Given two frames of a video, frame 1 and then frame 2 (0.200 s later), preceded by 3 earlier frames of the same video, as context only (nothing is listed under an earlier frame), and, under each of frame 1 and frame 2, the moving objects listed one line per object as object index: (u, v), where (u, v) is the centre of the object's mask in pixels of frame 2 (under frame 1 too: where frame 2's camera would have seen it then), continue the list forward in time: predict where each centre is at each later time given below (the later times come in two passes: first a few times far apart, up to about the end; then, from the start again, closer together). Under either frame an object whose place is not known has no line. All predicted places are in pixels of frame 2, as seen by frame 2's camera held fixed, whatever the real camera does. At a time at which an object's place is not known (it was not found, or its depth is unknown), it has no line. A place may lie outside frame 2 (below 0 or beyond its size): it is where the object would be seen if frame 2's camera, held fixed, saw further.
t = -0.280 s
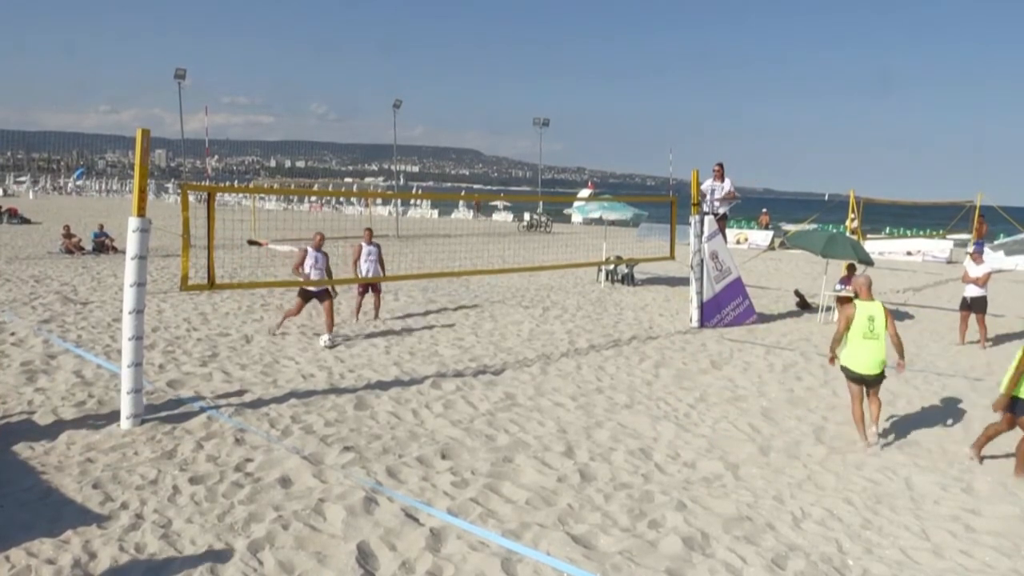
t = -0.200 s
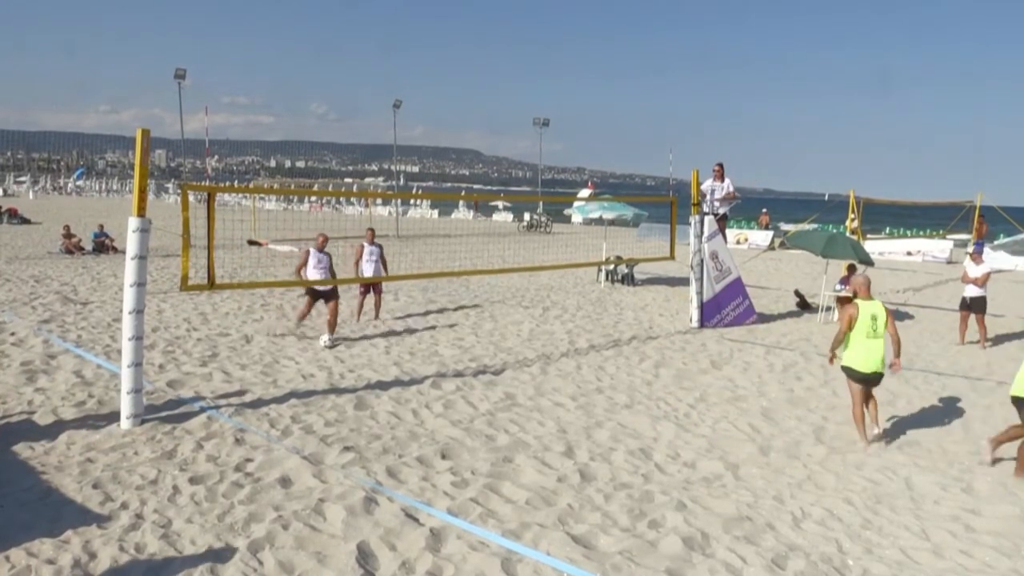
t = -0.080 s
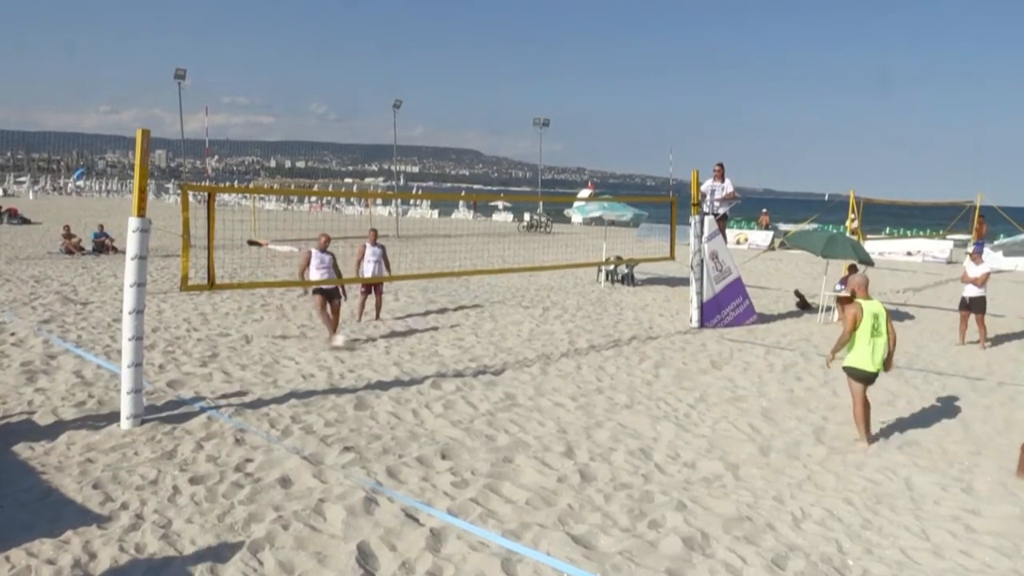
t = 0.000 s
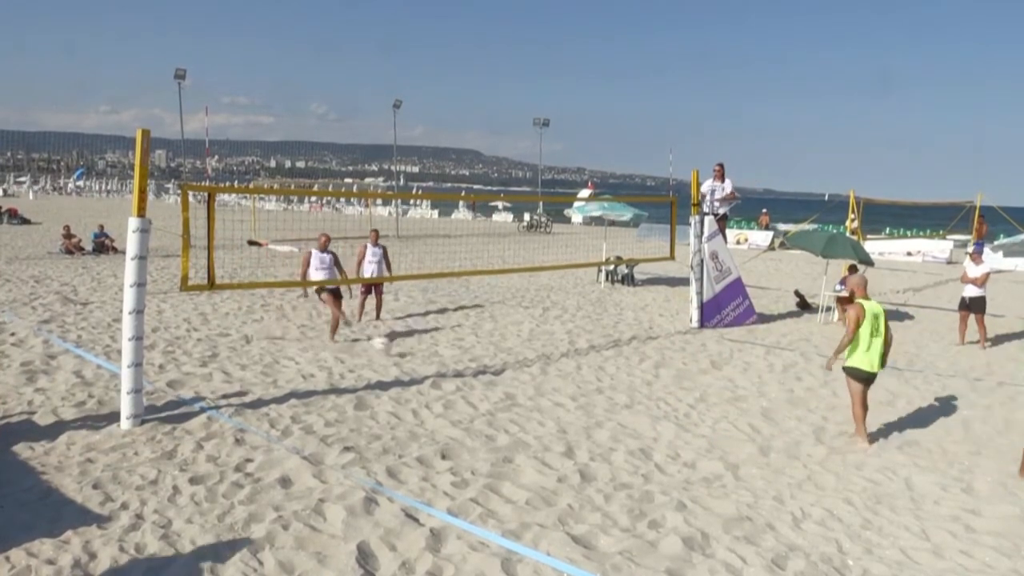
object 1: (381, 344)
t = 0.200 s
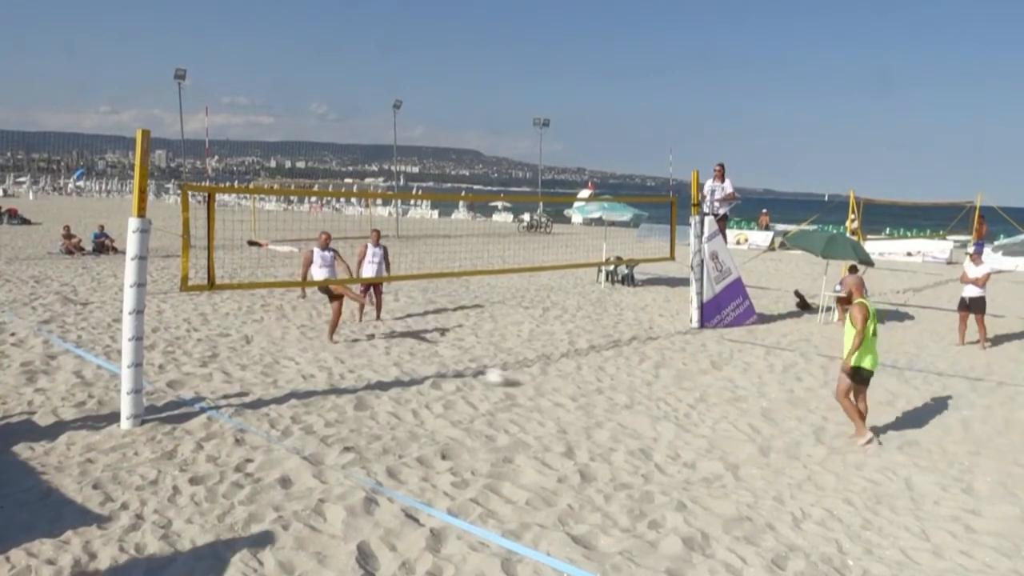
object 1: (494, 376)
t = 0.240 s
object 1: (515, 379)
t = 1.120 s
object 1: (999, 503)
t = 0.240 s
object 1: (515, 379)
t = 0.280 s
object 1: (539, 383)
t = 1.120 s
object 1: (999, 503)
